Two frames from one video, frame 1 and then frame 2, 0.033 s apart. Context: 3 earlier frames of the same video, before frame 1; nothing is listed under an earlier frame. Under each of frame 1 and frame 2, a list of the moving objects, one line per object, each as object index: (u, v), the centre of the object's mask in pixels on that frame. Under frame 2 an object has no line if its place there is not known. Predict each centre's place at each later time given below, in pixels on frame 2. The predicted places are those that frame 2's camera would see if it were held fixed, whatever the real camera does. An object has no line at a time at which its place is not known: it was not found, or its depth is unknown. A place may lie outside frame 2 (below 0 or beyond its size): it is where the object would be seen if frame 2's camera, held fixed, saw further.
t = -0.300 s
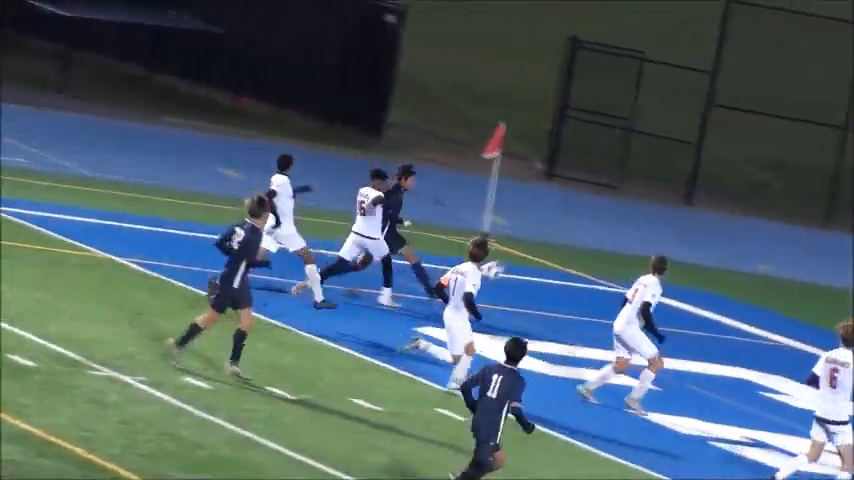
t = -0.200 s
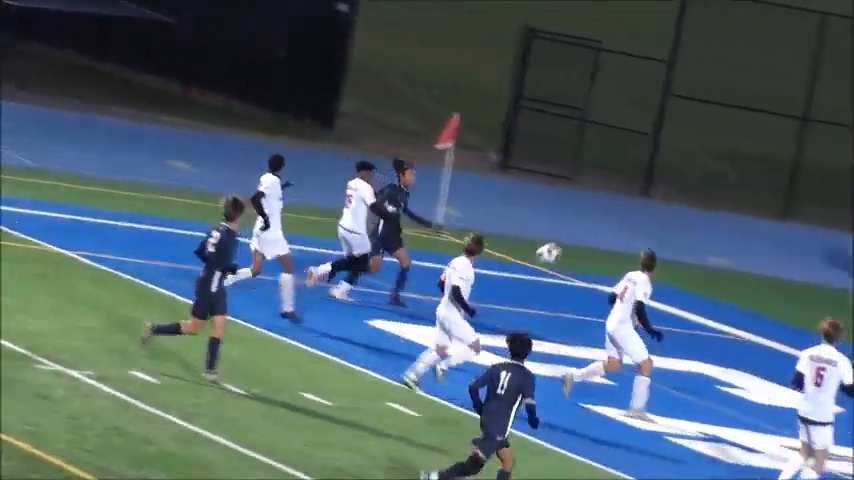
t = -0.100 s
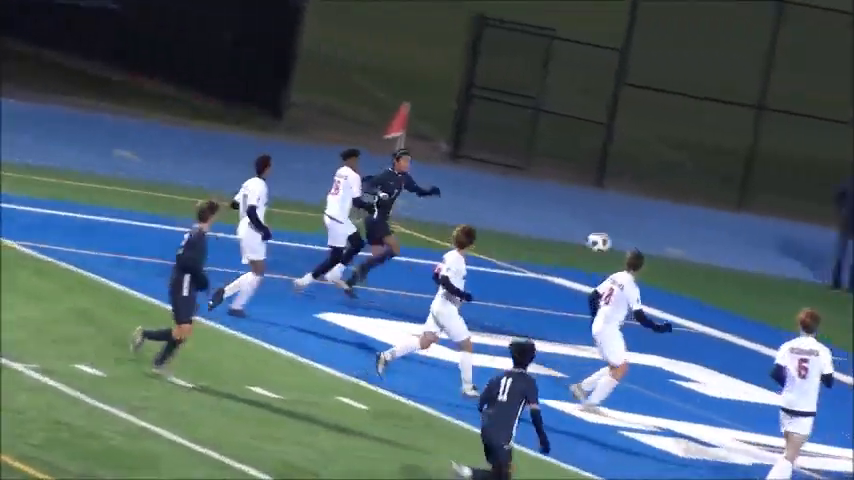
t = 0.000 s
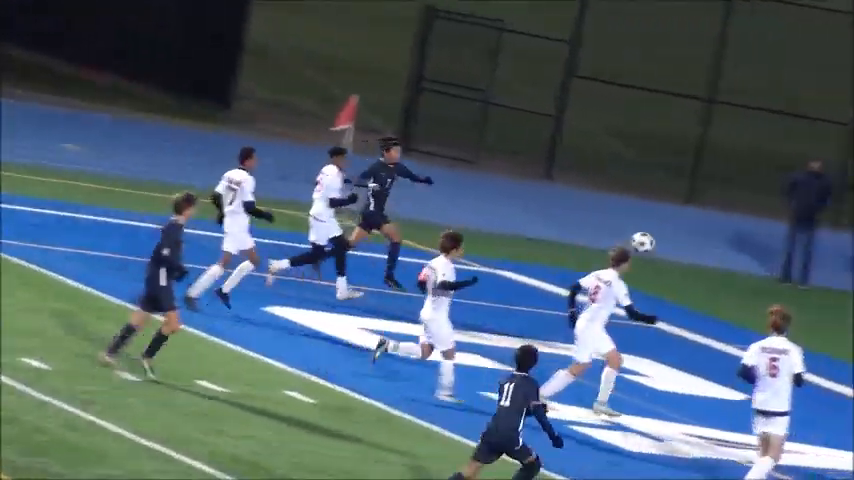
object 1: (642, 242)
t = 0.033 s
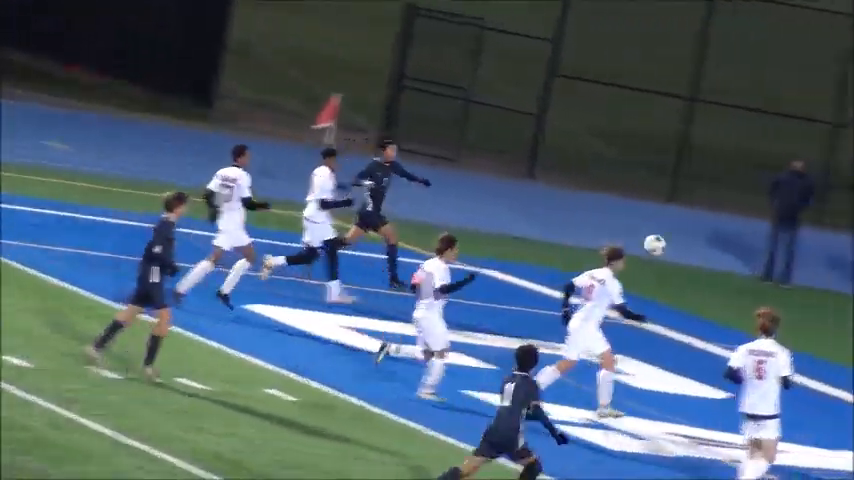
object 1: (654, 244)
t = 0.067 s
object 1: (677, 249)
